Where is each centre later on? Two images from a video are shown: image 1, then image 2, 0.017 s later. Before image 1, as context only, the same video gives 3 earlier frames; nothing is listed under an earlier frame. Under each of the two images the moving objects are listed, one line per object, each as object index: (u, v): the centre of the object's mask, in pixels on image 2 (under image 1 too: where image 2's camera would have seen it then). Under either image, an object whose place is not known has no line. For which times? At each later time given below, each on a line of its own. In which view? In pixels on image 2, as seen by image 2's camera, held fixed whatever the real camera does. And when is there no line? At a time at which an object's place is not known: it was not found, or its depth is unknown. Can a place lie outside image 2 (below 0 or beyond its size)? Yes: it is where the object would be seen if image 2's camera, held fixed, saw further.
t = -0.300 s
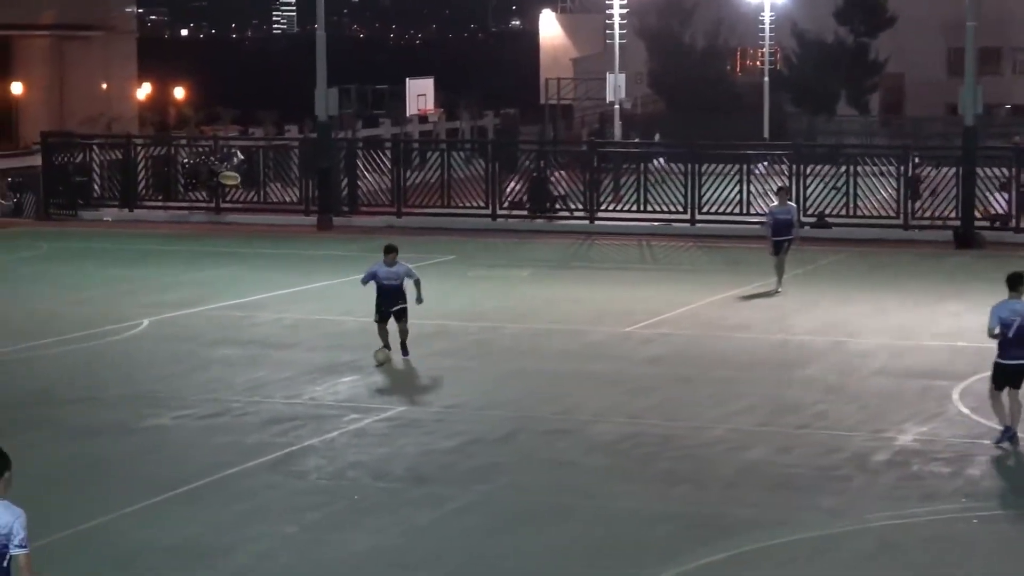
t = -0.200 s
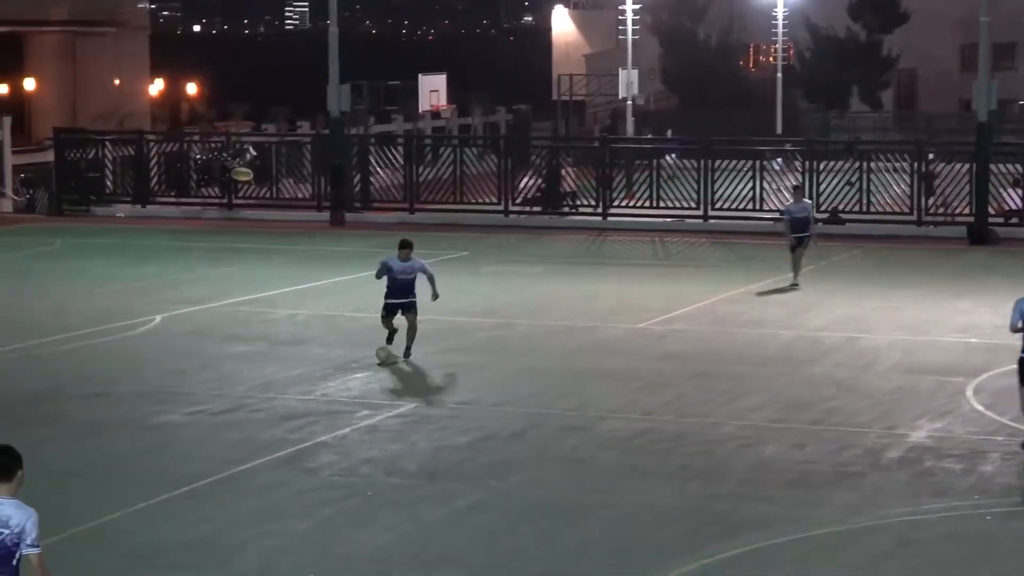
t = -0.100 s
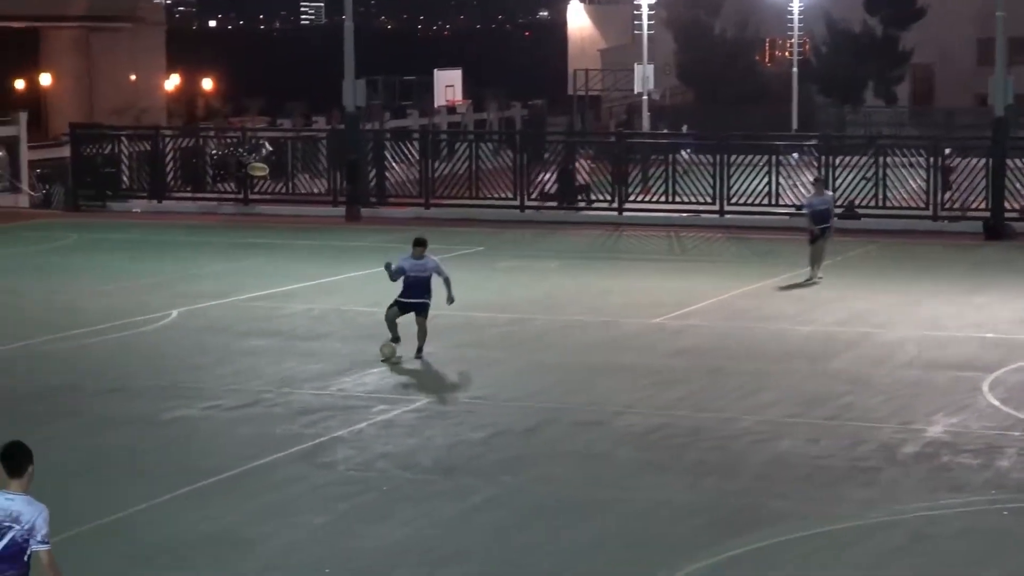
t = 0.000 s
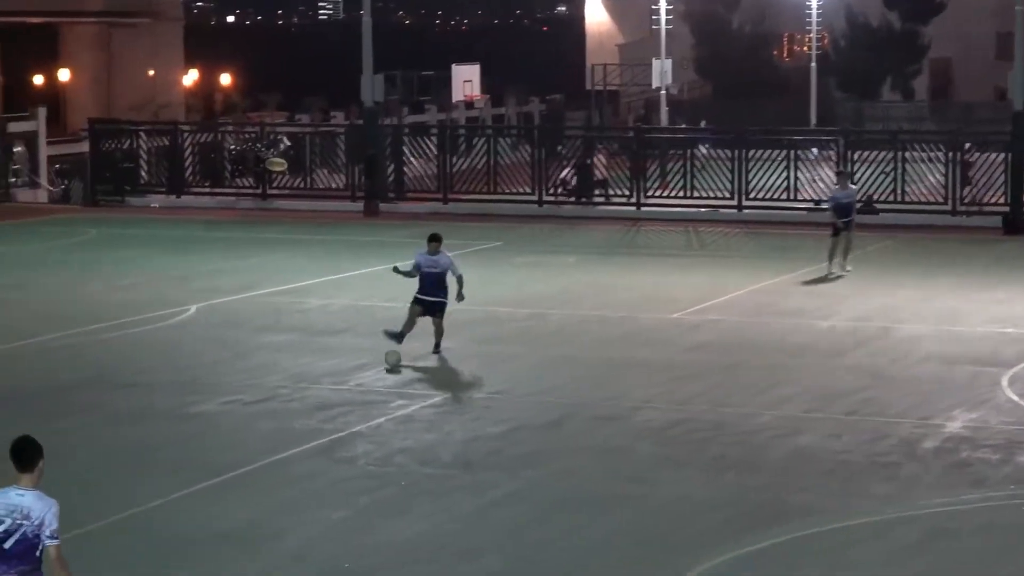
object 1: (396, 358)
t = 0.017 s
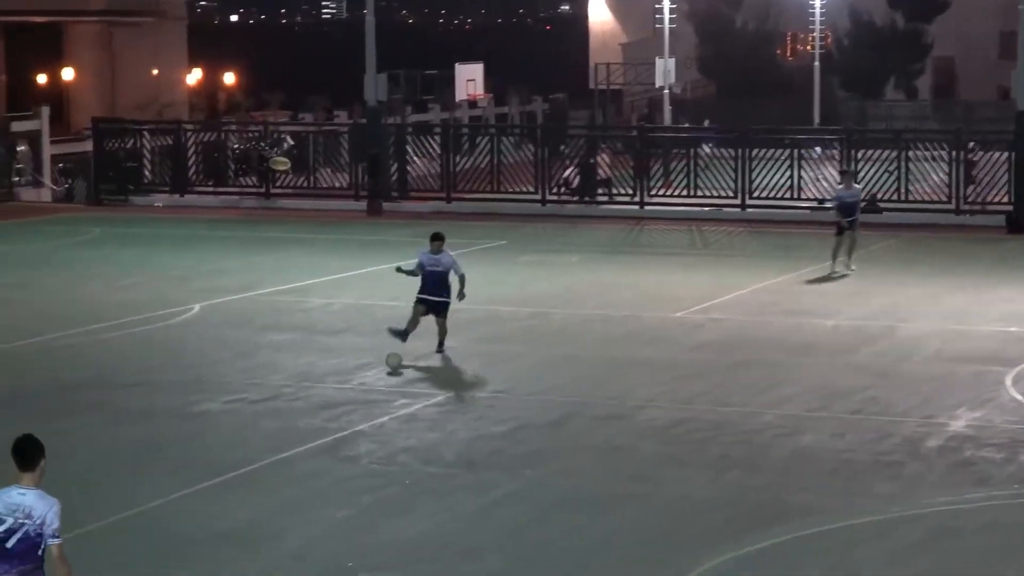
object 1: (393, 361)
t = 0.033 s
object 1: (391, 365)
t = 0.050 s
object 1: (389, 368)
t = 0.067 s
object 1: (388, 372)
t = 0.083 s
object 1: (386, 374)
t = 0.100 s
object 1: (384, 378)
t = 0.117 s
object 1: (381, 381)
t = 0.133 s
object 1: (379, 385)
